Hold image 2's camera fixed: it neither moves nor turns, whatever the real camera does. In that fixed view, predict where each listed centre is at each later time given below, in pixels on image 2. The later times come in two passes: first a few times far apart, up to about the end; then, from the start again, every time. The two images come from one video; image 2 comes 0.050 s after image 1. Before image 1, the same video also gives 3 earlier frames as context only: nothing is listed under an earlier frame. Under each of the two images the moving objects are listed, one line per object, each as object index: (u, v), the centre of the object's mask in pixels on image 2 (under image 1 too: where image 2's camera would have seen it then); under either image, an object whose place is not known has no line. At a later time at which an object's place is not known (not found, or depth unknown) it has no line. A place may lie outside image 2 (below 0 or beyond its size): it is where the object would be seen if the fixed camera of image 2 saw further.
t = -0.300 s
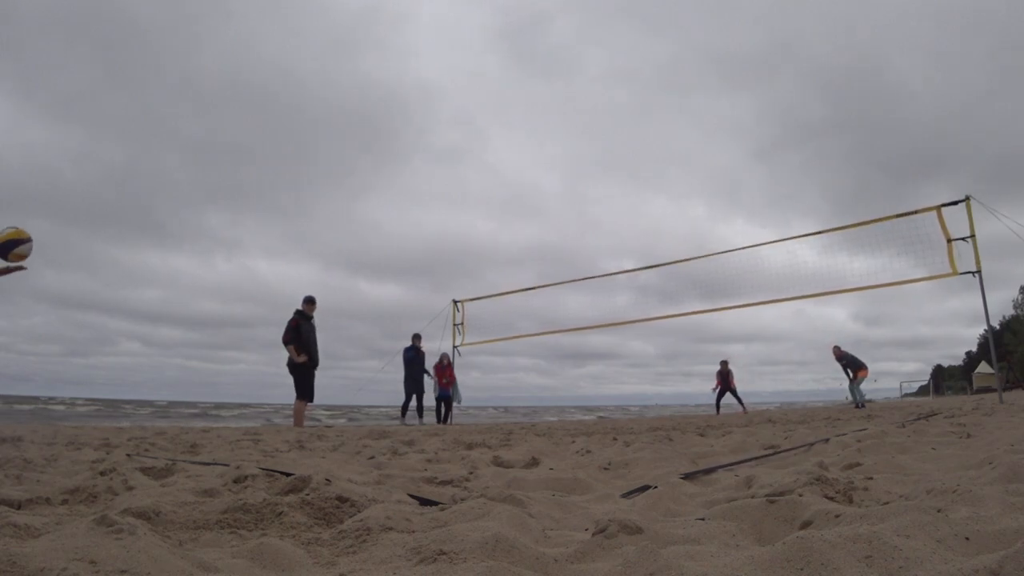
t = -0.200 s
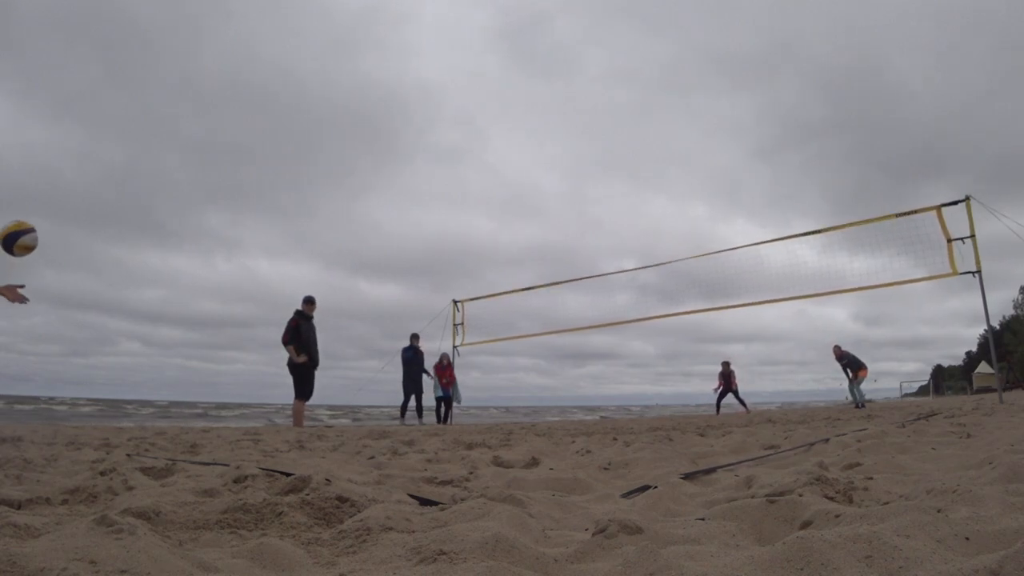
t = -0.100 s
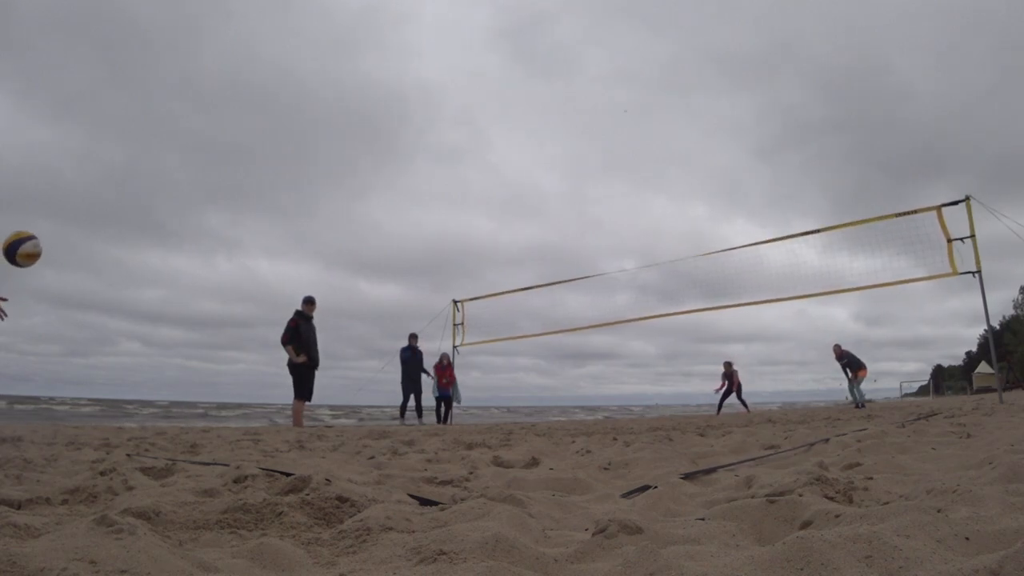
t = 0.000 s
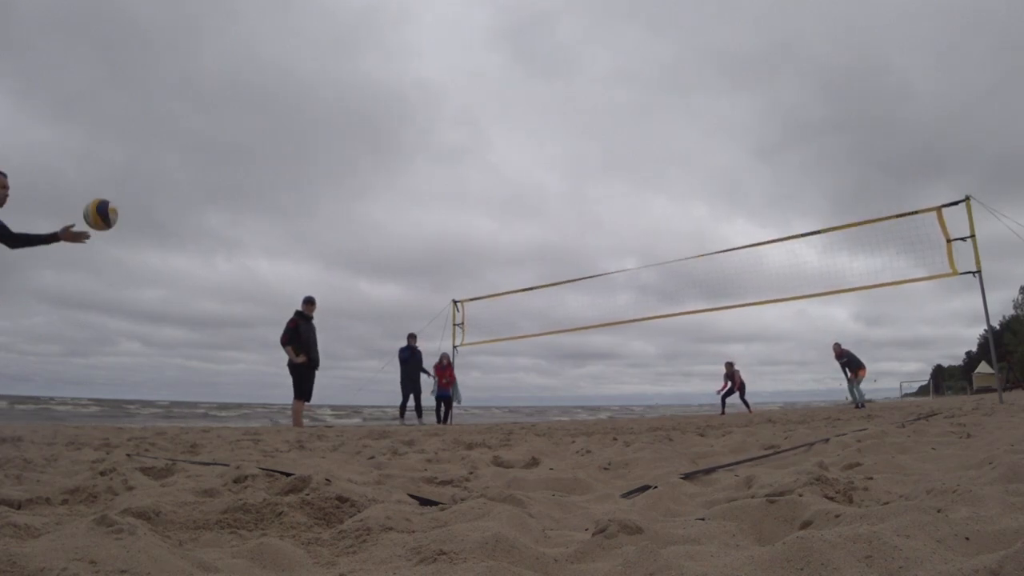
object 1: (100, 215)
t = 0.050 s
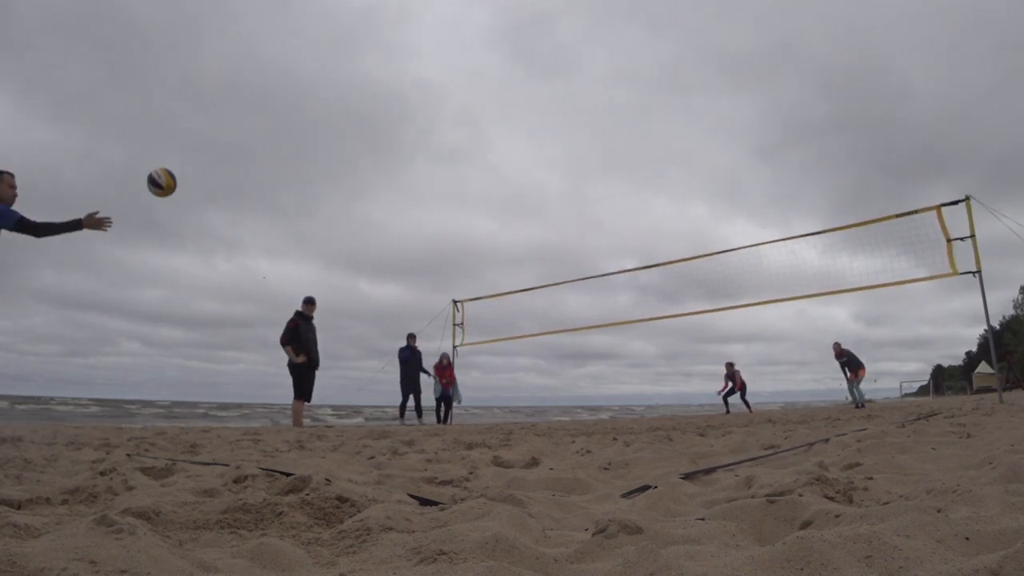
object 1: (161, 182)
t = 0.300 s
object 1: (351, 121)
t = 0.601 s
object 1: (464, 139)
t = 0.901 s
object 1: (534, 191)
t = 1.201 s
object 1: (585, 263)
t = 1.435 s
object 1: (618, 329)
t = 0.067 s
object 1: (180, 174)
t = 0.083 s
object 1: (196, 166)
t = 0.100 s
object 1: (212, 159)
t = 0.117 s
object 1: (227, 154)
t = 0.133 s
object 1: (242, 148)
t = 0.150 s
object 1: (255, 143)
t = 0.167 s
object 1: (268, 139)
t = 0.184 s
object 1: (280, 135)
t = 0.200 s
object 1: (292, 132)
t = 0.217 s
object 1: (303, 129)
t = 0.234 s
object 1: (314, 127)
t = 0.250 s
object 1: (324, 125)
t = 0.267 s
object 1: (333, 123)
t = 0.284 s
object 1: (342, 122)
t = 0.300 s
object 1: (351, 121)
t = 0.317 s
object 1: (360, 120)
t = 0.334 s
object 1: (368, 120)
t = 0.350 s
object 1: (376, 120)
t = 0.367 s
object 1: (383, 120)
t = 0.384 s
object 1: (390, 121)
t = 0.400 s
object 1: (397, 121)
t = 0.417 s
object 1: (404, 122)
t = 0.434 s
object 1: (410, 123)
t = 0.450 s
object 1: (416, 124)
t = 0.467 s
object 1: (422, 126)
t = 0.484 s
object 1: (428, 127)
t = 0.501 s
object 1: (434, 128)
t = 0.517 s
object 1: (439, 130)
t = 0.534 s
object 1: (444, 131)
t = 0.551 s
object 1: (449, 133)
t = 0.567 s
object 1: (454, 135)
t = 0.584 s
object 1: (459, 137)
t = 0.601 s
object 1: (464, 139)
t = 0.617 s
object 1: (468, 141)
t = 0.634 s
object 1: (473, 143)
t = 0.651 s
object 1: (477, 146)
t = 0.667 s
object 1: (481, 148)
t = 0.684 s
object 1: (486, 151)
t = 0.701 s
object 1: (490, 153)
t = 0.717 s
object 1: (494, 156)
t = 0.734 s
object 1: (498, 159)
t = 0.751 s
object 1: (502, 161)
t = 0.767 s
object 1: (506, 164)
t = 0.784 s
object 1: (509, 168)
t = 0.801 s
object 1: (513, 171)
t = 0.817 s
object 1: (517, 174)
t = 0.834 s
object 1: (520, 177)
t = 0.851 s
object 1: (524, 181)
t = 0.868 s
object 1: (527, 184)
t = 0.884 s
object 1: (530, 187)
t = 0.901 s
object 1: (534, 191)
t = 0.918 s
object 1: (537, 194)
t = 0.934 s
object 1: (540, 199)
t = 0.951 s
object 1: (543, 202)
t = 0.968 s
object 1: (546, 206)
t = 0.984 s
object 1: (550, 210)
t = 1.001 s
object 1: (553, 213)
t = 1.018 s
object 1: (556, 217)
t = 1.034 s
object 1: (558, 221)
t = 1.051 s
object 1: (561, 225)
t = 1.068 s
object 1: (564, 229)
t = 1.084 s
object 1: (567, 233)
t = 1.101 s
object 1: (570, 238)
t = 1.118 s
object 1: (573, 241)
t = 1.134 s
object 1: (575, 246)
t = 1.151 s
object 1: (578, 250)
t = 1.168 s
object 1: (581, 254)
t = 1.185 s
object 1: (583, 258)
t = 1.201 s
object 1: (585, 263)
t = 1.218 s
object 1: (588, 268)
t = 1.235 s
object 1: (591, 272)
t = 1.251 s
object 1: (593, 276)
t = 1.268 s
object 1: (595, 281)
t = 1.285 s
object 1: (598, 285)
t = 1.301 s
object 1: (600, 290)
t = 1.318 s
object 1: (603, 295)
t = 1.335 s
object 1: (605, 299)
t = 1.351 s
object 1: (607, 304)
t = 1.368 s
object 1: (609, 309)
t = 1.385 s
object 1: (612, 314)
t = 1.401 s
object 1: (613, 319)
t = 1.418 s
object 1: (616, 324)
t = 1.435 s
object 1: (618, 329)
